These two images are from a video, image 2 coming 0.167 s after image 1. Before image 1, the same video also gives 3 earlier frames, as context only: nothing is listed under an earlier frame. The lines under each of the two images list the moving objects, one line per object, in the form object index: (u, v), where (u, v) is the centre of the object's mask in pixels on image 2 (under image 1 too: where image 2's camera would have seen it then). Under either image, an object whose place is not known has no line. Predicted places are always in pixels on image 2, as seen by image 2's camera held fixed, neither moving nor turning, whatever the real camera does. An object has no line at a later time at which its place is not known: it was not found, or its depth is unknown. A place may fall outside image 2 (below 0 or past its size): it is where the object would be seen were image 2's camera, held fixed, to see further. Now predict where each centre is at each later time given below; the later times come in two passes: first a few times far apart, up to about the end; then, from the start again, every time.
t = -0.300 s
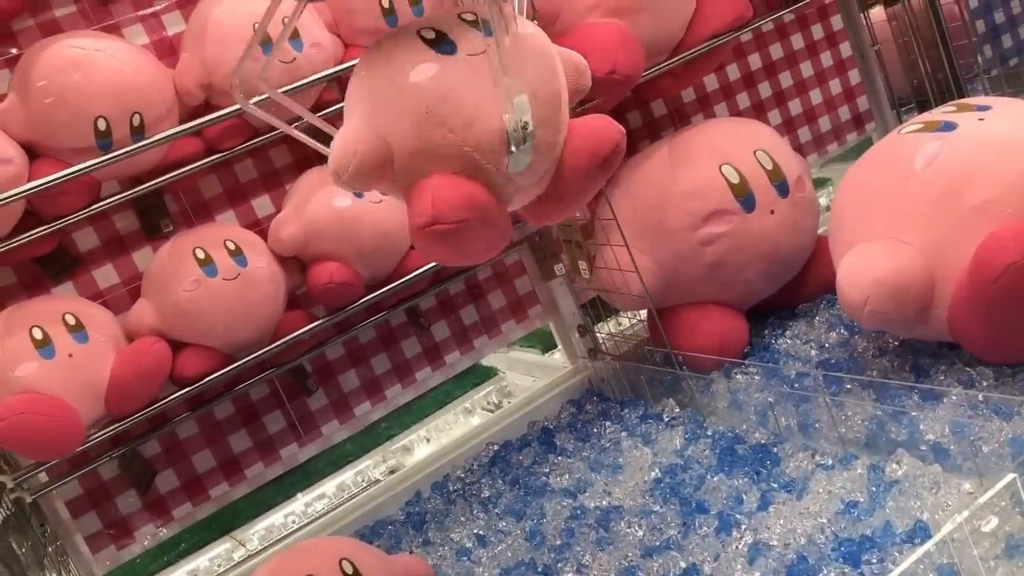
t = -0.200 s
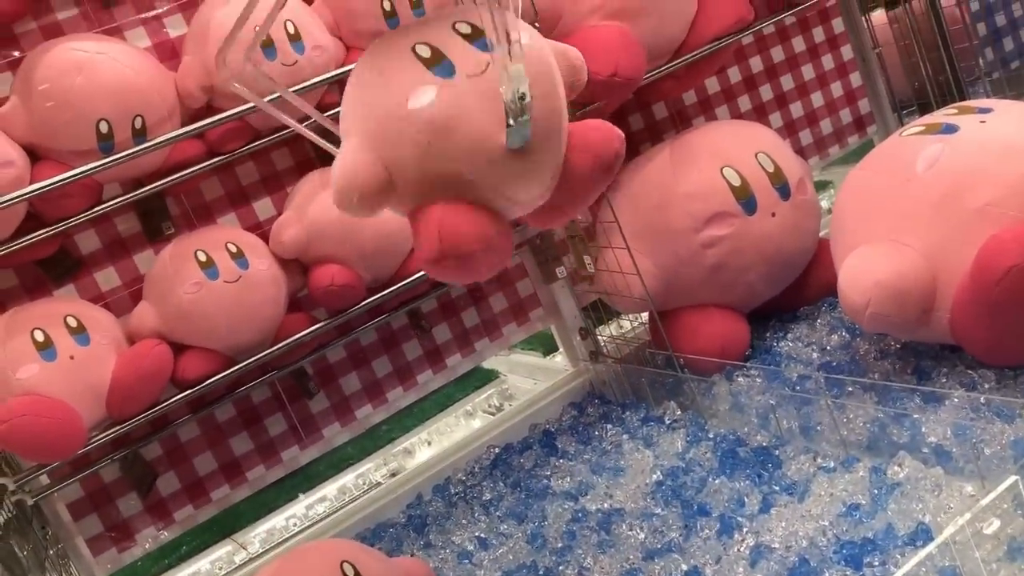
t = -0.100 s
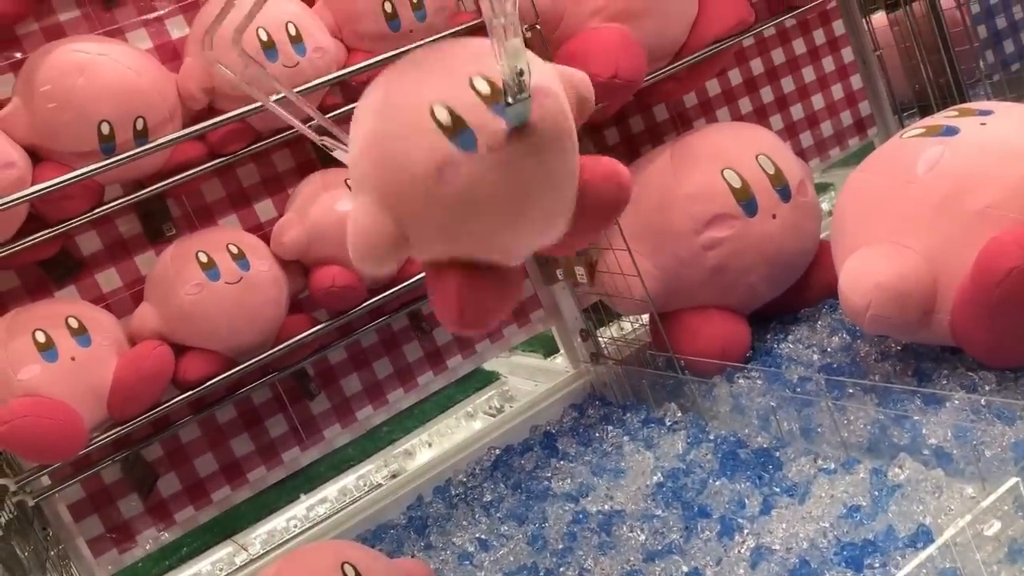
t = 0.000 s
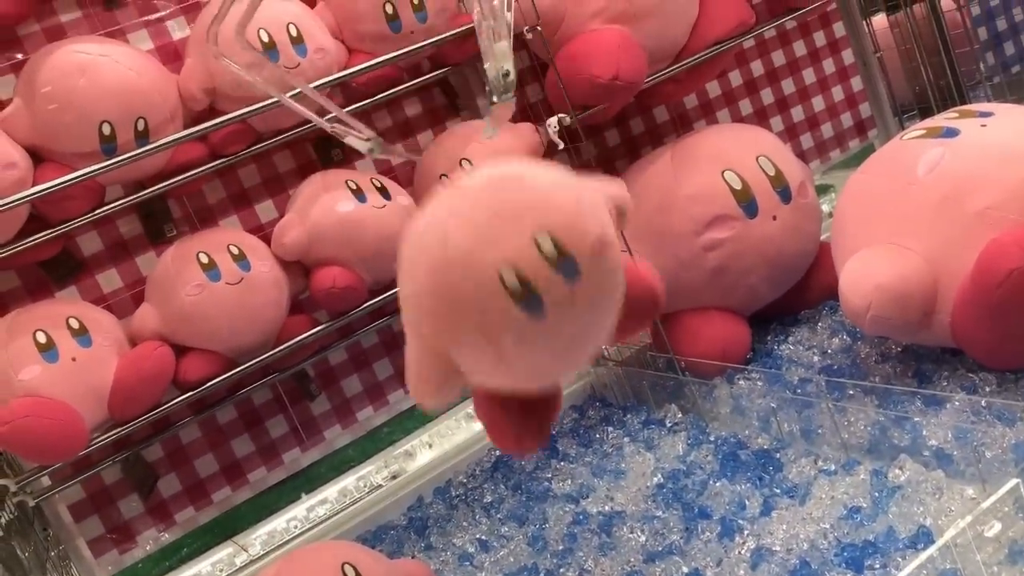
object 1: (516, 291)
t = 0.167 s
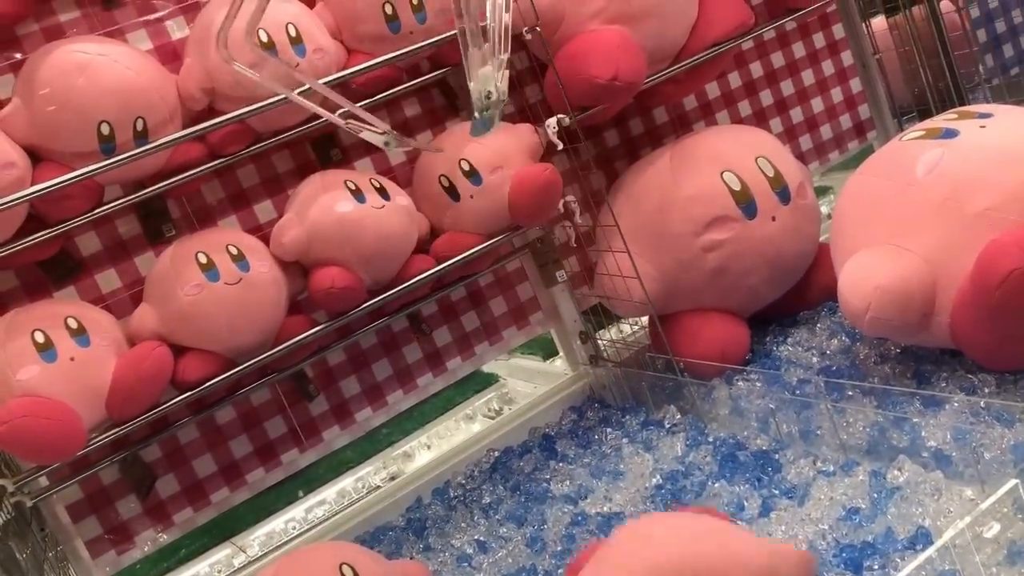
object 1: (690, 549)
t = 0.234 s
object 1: (705, 525)
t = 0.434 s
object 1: (767, 488)
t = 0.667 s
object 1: (815, 504)
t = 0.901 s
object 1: (814, 529)
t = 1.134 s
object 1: (806, 548)
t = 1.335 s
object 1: (802, 556)
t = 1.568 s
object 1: (803, 555)
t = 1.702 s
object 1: (803, 554)
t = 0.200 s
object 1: (687, 537)
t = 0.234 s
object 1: (705, 525)
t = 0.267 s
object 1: (721, 508)
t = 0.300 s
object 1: (724, 495)
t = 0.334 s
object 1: (732, 486)
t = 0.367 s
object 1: (744, 485)
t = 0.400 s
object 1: (758, 488)
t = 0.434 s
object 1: (767, 488)
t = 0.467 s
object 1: (771, 486)
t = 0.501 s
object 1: (776, 485)
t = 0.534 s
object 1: (782, 487)
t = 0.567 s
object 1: (788, 489)
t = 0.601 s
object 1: (795, 492)
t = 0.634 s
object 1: (804, 497)
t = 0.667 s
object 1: (815, 504)
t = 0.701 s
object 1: (826, 512)
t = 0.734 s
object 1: (829, 516)
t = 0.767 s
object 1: (823, 518)
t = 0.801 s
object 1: (819, 521)
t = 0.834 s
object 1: (815, 523)
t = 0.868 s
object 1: (813, 526)
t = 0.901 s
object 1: (814, 529)
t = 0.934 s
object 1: (815, 532)
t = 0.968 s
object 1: (814, 534)
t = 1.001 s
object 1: (812, 537)
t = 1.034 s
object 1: (810, 539)
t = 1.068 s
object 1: (809, 543)
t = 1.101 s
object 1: (807, 545)
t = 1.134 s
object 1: (806, 548)
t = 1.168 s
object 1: (804, 551)
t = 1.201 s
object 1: (803, 553)
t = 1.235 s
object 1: (806, 561)
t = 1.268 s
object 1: (802, 556)
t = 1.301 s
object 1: (802, 556)
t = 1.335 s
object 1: (802, 556)
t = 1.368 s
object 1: (802, 556)
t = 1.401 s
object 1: (802, 556)
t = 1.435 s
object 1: (802, 556)
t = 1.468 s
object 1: (802, 556)
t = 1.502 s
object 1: (803, 556)
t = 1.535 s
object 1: (803, 556)
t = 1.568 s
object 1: (803, 555)
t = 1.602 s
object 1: (803, 555)
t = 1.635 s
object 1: (803, 555)
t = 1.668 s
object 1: (803, 554)
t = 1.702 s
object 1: (803, 554)
